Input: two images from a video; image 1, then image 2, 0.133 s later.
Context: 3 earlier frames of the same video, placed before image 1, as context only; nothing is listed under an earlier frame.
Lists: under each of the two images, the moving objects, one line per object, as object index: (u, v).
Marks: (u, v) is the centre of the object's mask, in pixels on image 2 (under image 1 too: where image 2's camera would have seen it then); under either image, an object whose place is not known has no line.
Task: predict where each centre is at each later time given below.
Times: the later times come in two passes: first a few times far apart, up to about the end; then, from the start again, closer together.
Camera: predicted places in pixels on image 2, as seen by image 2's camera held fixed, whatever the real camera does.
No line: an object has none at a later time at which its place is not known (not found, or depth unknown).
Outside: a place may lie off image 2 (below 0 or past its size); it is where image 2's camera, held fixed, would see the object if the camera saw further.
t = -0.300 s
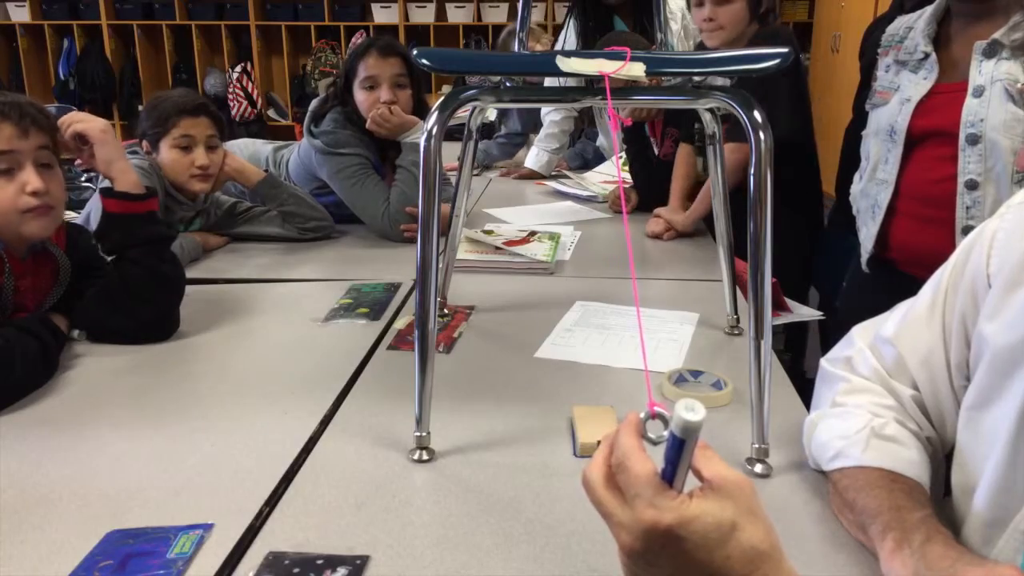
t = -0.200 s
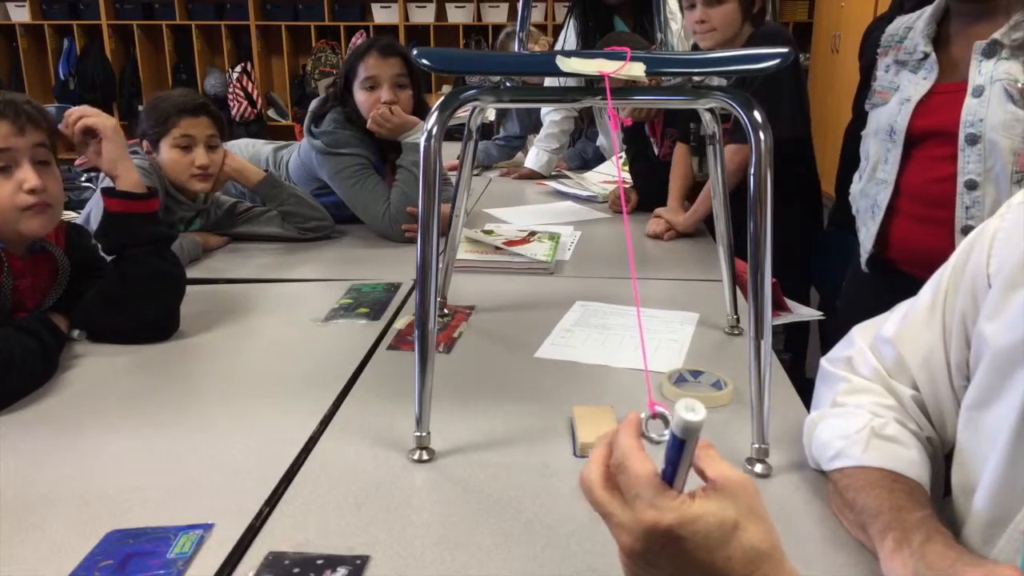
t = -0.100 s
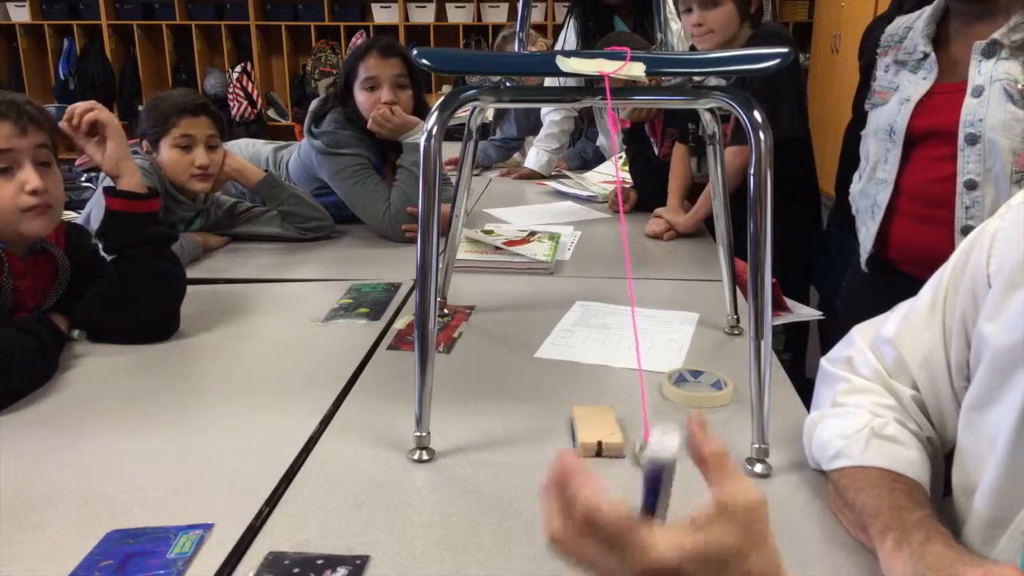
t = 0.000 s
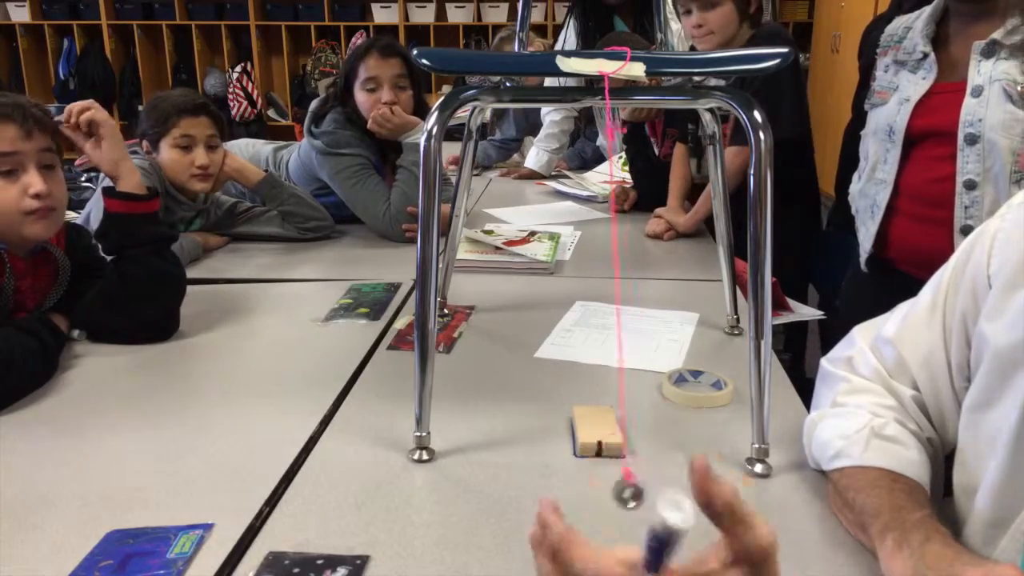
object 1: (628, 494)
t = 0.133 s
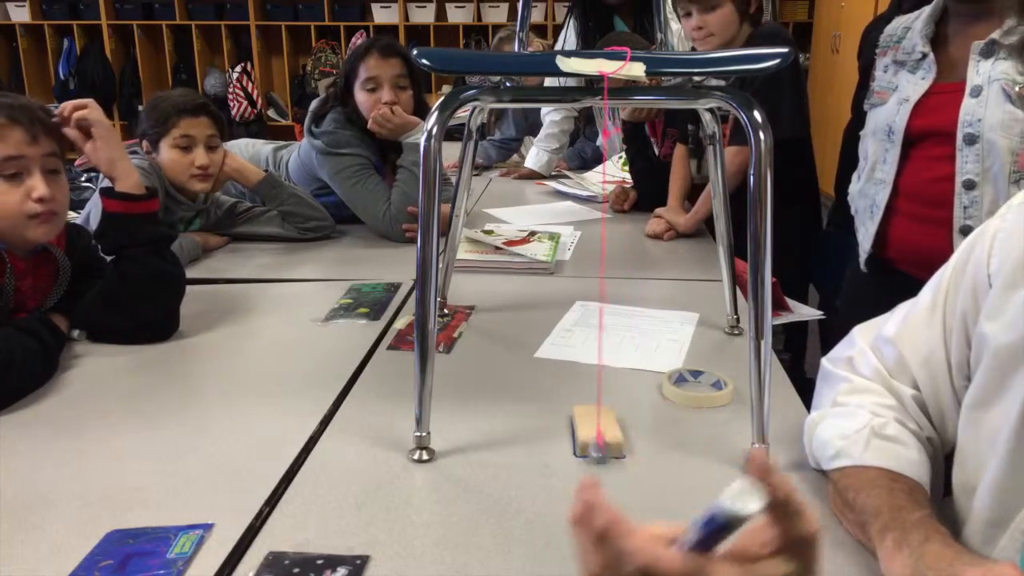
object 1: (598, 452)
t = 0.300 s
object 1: (583, 411)
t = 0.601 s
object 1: (578, 396)
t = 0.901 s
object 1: (606, 461)
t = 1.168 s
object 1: (619, 479)
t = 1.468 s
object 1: (599, 450)
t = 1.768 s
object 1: (578, 394)
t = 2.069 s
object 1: (590, 431)
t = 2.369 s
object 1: (617, 478)
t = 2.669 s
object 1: (605, 466)
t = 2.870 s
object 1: (587, 429)
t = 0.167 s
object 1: (596, 439)
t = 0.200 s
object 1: (592, 428)
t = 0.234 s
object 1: (587, 429)
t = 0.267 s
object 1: (584, 419)
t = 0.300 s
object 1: (583, 411)
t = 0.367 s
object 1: (581, 406)
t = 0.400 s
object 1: (579, 399)
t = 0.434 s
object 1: (578, 398)
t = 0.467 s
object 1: (578, 395)
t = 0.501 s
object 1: (578, 394)
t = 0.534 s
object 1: (578, 393)
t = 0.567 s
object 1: (578, 394)
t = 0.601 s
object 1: (578, 396)
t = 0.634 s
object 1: (579, 400)
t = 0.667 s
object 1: (580, 405)
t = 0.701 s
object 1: (579, 410)
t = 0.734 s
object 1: (583, 422)
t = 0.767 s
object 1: (589, 424)
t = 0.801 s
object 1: (594, 437)
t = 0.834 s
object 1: (597, 443)
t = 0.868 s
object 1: (601, 450)
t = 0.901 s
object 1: (606, 461)
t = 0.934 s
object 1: (607, 462)
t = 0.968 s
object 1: (609, 467)
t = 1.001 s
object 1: (612, 471)
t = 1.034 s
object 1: (615, 474)
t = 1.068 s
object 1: (617, 477)
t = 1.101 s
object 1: (618, 478)
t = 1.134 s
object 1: (619, 479)
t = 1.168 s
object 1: (619, 479)
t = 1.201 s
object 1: (619, 478)
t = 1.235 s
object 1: (617, 477)
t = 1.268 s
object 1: (616, 476)
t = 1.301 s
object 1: (613, 473)
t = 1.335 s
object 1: (610, 469)
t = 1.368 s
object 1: (607, 466)
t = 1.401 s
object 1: (603, 459)
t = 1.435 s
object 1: (604, 456)
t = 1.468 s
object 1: (599, 450)
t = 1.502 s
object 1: (596, 445)
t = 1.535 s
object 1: (591, 435)
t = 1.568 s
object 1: (587, 429)
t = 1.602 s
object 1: (585, 420)
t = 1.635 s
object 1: (581, 411)
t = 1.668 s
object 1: (579, 405)
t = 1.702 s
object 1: (578, 400)
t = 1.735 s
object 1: (576, 393)
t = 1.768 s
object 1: (578, 394)
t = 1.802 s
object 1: (578, 394)
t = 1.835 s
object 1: (577, 393)
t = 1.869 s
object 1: (577, 395)
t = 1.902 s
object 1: (579, 398)
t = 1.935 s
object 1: (579, 401)
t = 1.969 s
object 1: (581, 406)
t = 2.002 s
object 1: (583, 413)
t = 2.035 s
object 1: (586, 423)
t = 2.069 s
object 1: (590, 431)
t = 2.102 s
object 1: (593, 439)
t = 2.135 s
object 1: (596, 446)
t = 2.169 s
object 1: (601, 452)
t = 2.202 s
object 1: (604, 459)
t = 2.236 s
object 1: (607, 464)
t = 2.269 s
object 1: (610, 471)
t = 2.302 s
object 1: (612, 472)
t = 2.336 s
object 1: (614, 476)
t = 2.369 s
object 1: (617, 478)
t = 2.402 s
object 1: (618, 480)
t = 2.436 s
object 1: (619, 480)
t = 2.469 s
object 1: (620, 481)
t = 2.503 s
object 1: (619, 480)
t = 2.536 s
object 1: (617, 478)
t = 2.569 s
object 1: (615, 476)
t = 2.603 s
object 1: (612, 473)
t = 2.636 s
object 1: (610, 471)
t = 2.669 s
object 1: (605, 466)
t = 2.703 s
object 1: (602, 461)
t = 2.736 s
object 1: (600, 455)
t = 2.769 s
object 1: (597, 448)
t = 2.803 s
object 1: (593, 442)
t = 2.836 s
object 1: (590, 436)
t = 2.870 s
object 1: (587, 429)
